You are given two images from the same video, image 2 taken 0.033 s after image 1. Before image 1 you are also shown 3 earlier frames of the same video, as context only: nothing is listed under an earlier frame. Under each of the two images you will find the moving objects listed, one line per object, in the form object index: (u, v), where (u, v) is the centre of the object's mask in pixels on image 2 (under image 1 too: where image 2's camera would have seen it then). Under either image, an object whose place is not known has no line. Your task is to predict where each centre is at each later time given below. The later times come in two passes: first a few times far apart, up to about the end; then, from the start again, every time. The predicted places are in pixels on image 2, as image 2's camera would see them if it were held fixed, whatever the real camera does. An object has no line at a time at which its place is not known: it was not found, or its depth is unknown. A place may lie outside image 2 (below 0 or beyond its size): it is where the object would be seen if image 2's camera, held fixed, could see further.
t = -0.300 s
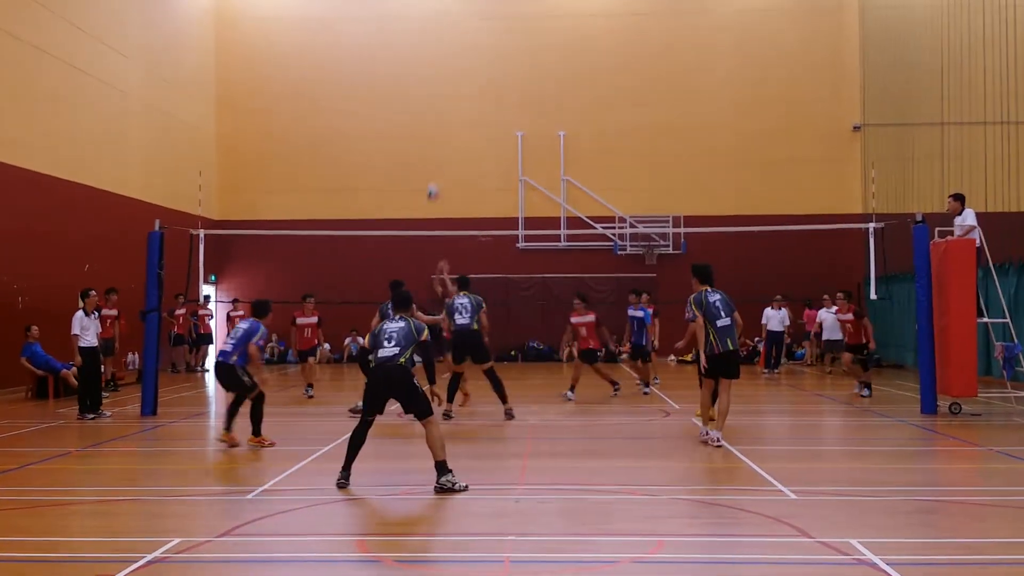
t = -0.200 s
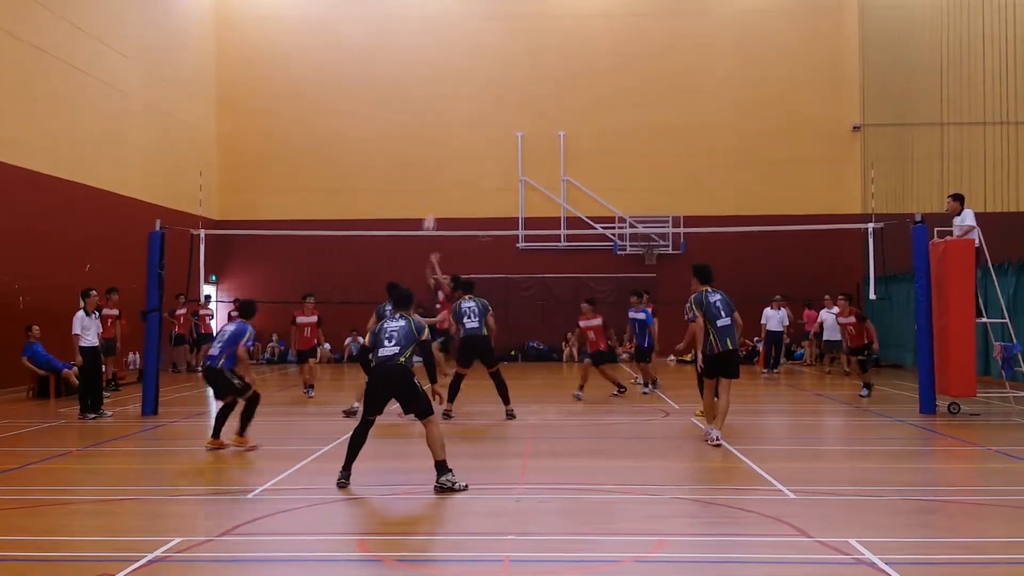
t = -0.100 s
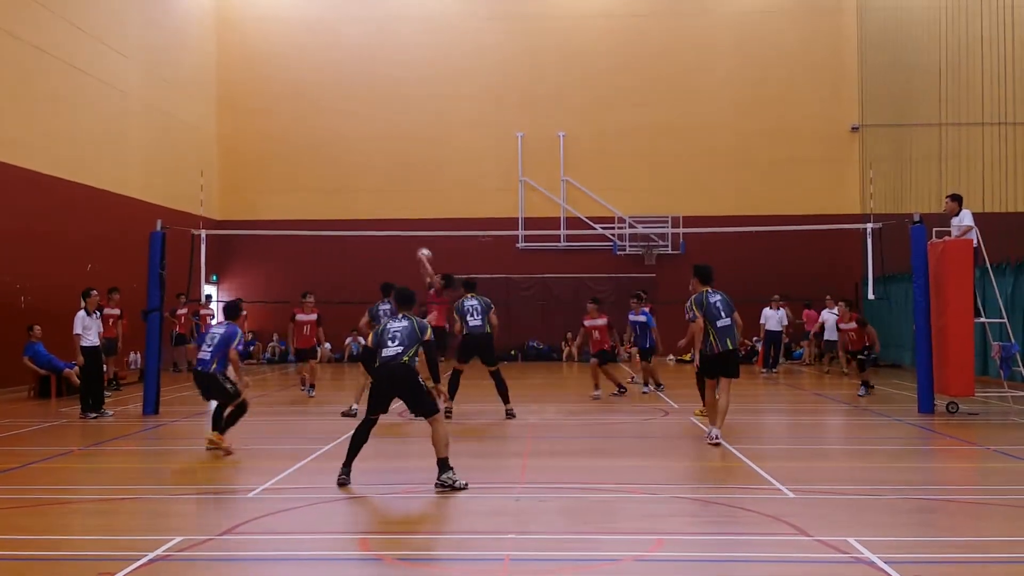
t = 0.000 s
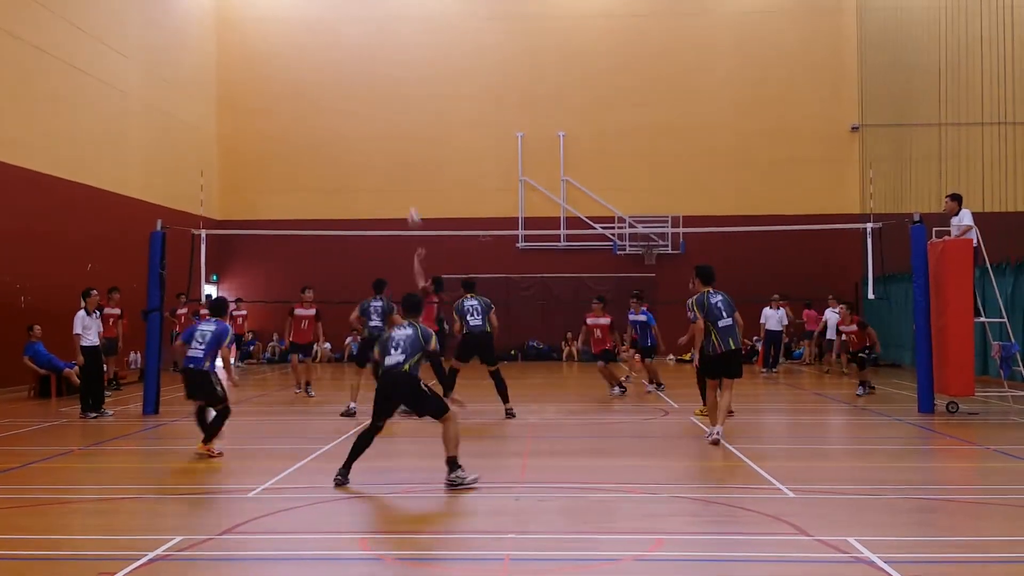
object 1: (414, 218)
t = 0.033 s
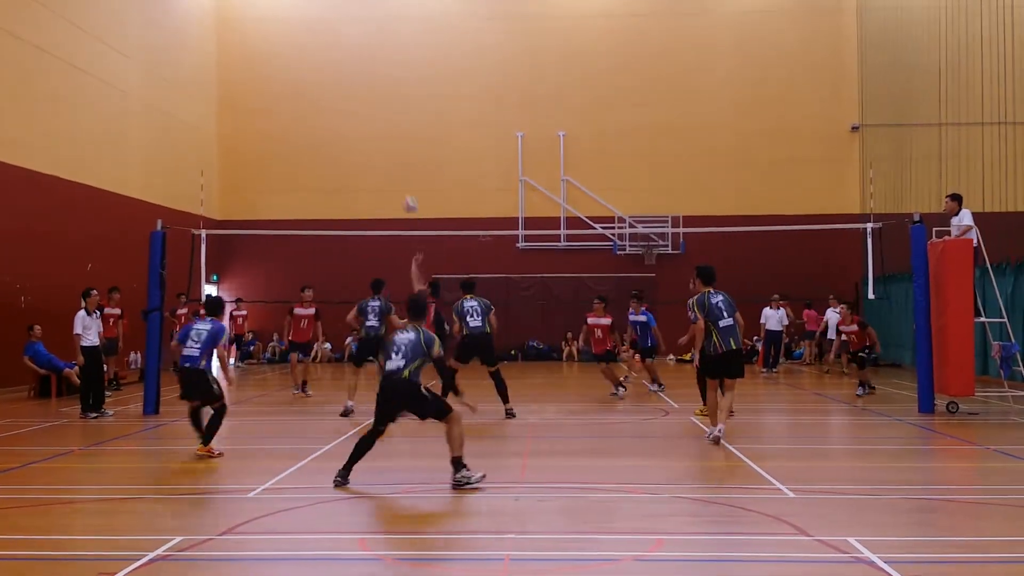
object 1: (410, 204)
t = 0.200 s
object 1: (392, 154)
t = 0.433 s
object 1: (369, 117)
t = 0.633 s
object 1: (349, 112)
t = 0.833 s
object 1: (329, 135)
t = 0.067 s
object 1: (407, 192)
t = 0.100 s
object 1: (403, 182)
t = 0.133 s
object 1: (399, 172)
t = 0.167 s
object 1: (396, 163)
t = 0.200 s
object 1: (392, 154)
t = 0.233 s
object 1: (388, 146)
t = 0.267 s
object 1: (385, 140)
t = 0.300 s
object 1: (382, 134)
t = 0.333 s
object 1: (379, 129)
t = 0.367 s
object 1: (375, 125)
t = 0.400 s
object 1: (372, 121)
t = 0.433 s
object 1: (369, 117)
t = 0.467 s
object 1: (365, 115)
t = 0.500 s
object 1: (362, 113)
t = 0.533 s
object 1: (358, 111)
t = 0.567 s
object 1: (355, 111)
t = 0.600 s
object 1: (352, 110)
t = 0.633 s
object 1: (349, 112)
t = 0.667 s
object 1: (345, 114)
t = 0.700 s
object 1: (342, 116)
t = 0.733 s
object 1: (338, 119)
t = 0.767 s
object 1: (335, 124)
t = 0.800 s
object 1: (332, 128)
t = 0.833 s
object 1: (329, 135)
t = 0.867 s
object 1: (326, 140)
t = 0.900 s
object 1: (323, 147)
